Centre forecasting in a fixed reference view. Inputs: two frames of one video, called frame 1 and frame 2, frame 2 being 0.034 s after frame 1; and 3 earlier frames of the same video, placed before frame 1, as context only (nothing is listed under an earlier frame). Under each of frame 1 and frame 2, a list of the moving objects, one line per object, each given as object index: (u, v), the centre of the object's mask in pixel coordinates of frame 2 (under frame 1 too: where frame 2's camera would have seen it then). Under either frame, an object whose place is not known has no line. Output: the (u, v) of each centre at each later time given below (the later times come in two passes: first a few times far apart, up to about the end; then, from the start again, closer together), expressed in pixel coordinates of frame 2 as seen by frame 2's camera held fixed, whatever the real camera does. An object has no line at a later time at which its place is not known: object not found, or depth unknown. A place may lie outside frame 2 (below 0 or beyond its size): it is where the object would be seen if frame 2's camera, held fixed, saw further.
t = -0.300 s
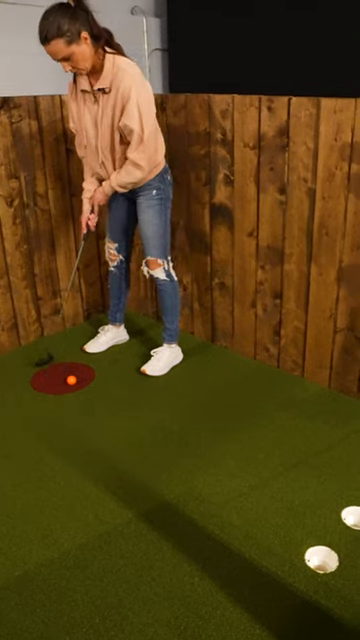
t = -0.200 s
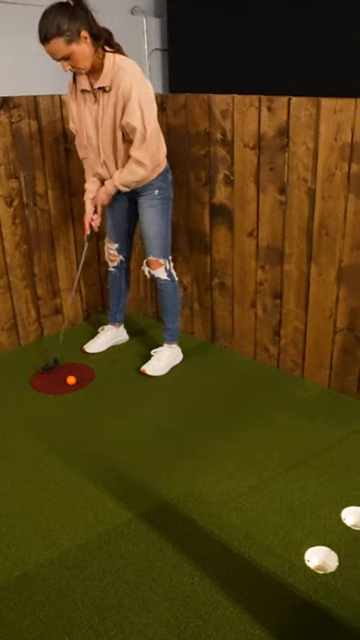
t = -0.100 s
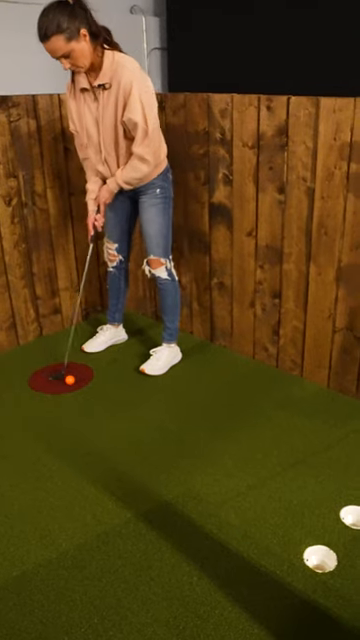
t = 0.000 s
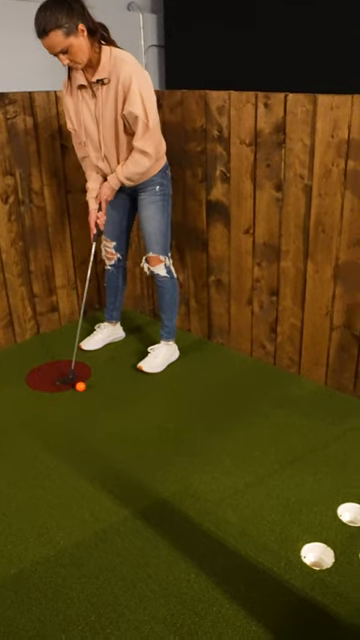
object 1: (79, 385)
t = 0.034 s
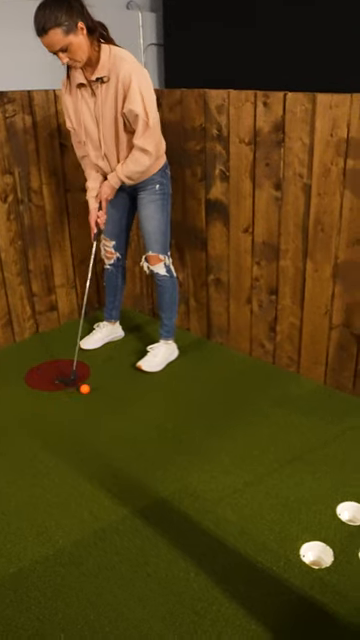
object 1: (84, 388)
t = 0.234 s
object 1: (111, 408)
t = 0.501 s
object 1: (145, 433)
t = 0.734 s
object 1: (174, 455)
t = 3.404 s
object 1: (274, 535)
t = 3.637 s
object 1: (274, 535)
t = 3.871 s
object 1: (274, 535)
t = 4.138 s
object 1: (274, 535)
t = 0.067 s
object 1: (89, 392)
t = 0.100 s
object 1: (94, 396)
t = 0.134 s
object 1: (98, 399)
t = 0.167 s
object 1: (102, 402)
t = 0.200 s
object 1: (106, 405)
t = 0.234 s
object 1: (111, 408)
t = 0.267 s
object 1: (115, 411)
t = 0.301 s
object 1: (119, 414)
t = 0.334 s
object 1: (124, 418)
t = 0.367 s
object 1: (128, 421)
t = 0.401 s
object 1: (132, 424)
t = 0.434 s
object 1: (136, 427)
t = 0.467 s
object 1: (141, 430)
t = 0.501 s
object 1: (145, 433)
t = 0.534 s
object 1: (149, 437)
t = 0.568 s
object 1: (153, 439)
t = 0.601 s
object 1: (157, 443)
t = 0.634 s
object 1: (162, 446)
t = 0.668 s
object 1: (165, 449)
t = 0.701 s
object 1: (170, 452)
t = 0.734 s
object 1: (174, 455)
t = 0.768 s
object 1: (177, 458)
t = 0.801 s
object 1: (181, 461)
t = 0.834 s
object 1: (185, 464)
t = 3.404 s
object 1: (274, 535)
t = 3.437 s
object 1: (274, 535)
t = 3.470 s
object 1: (274, 535)
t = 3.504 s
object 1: (274, 535)
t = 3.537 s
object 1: (274, 535)
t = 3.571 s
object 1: (274, 535)
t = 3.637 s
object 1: (274, 535)
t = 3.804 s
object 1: (274, 535)
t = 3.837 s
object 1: (274, 535)
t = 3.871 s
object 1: (274, 535)
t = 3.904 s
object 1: (274, 535)
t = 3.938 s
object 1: (274, 535)
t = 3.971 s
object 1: (274, 535)
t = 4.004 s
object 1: (274, 535)
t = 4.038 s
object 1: (274, 535)
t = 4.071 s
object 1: (274, 535)
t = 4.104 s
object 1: (274, 535)
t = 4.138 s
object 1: (274, 535)
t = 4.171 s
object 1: (274, 535)
